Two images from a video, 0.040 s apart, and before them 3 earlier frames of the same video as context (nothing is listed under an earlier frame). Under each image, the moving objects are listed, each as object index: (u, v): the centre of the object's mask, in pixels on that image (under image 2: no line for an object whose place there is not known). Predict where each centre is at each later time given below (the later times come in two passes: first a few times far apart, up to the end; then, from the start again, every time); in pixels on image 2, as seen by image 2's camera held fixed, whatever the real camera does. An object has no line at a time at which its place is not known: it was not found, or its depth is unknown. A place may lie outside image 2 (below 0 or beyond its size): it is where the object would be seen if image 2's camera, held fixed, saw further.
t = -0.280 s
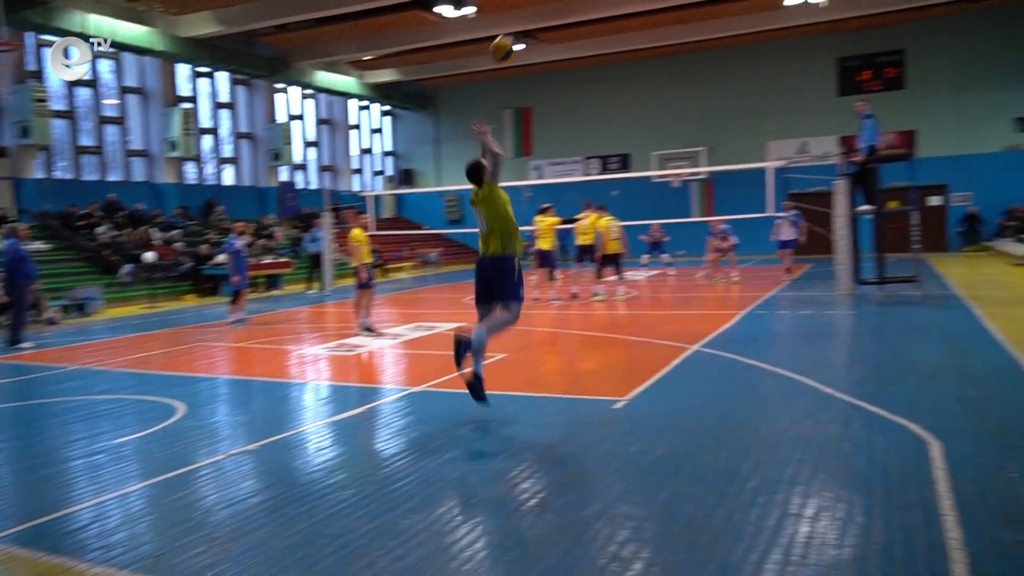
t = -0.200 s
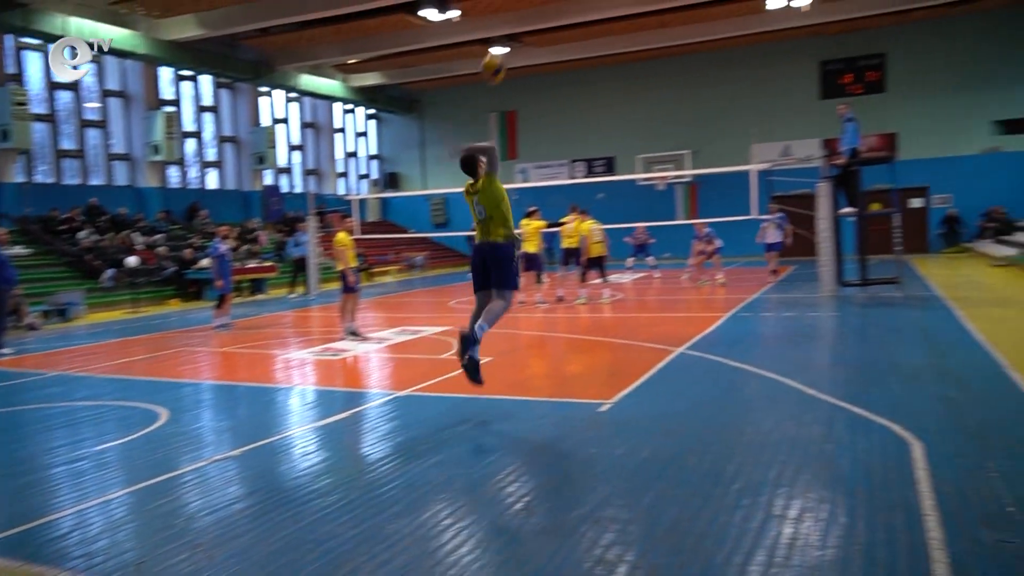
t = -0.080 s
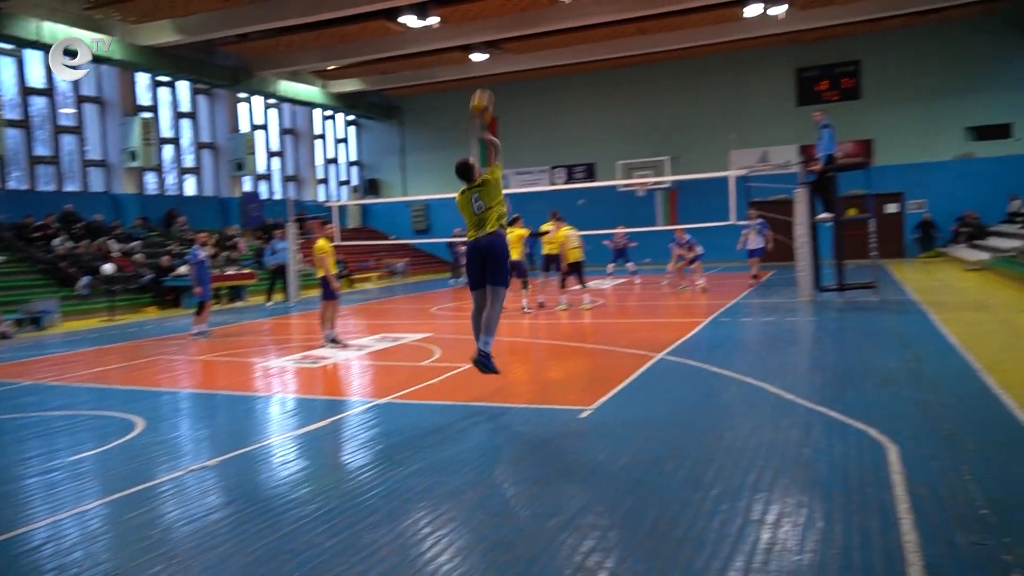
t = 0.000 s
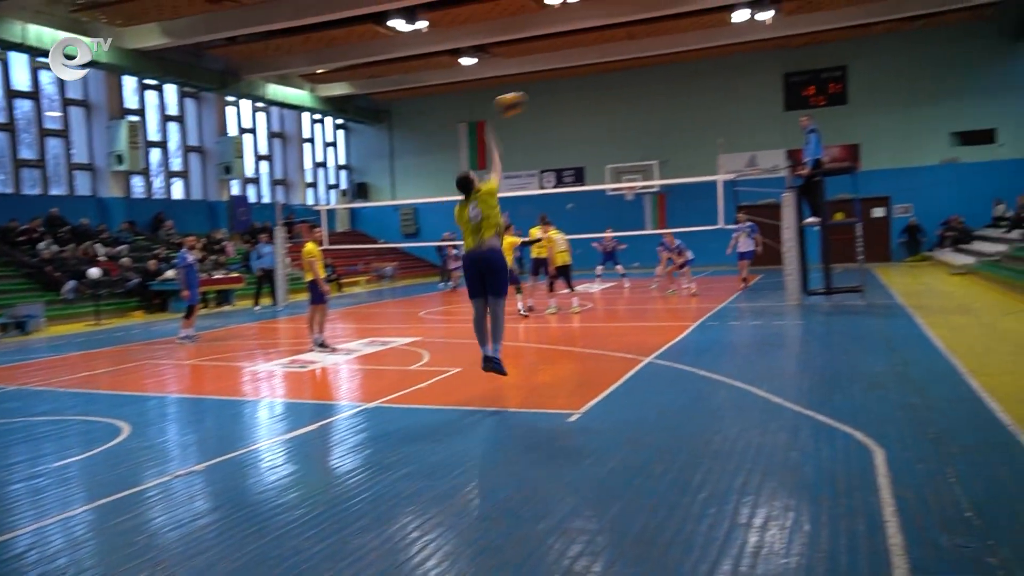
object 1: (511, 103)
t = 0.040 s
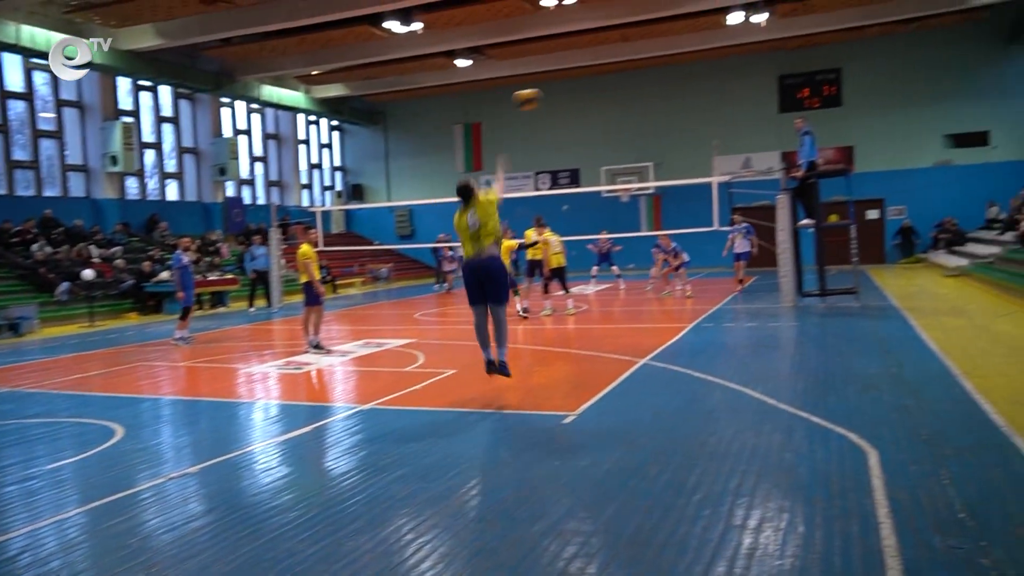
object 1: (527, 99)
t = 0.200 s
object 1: (589, 89)
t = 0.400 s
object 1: (638, 104)
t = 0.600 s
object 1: (671, 138)
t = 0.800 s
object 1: (691, 180)
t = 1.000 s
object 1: (707, 224)
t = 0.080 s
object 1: (545, 95)
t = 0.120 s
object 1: (561, 91)
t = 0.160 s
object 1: (576, 90)
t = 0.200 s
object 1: (589, 89)
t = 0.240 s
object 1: (600, 90)
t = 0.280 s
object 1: (611, 92)
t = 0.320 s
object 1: (621, 95)
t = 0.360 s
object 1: (630, 99)
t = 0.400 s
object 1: (638, 104)
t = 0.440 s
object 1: (646, 110)
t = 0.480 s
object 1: (654, 117)
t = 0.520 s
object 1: (660, 123)
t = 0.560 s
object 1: (666, 131)
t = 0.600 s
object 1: (671, 138)
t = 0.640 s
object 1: (676, 146)
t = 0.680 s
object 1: (680, 154)
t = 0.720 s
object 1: (683, 163)
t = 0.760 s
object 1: (687, 172)
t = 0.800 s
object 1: (691, 180)
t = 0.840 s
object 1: (694, 190)
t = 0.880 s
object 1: (697, 199)
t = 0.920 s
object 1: (700, 208)
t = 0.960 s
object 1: (704, 219)
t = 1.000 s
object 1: (707, 224)
